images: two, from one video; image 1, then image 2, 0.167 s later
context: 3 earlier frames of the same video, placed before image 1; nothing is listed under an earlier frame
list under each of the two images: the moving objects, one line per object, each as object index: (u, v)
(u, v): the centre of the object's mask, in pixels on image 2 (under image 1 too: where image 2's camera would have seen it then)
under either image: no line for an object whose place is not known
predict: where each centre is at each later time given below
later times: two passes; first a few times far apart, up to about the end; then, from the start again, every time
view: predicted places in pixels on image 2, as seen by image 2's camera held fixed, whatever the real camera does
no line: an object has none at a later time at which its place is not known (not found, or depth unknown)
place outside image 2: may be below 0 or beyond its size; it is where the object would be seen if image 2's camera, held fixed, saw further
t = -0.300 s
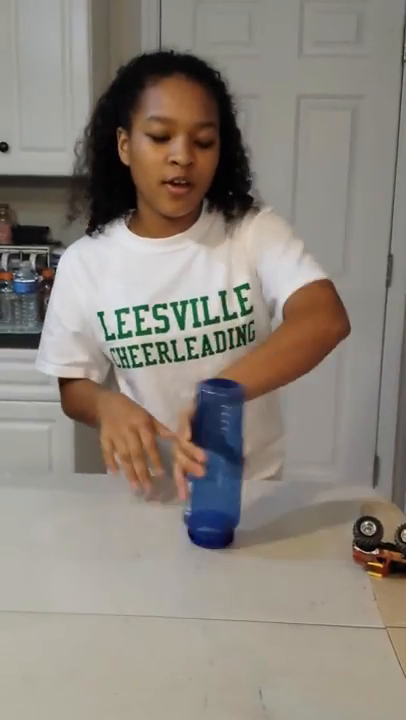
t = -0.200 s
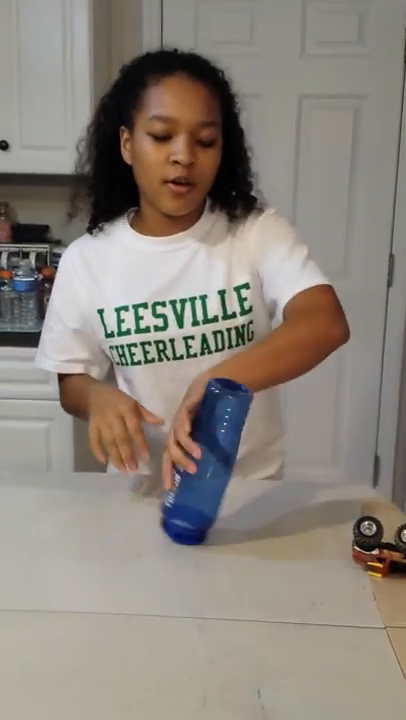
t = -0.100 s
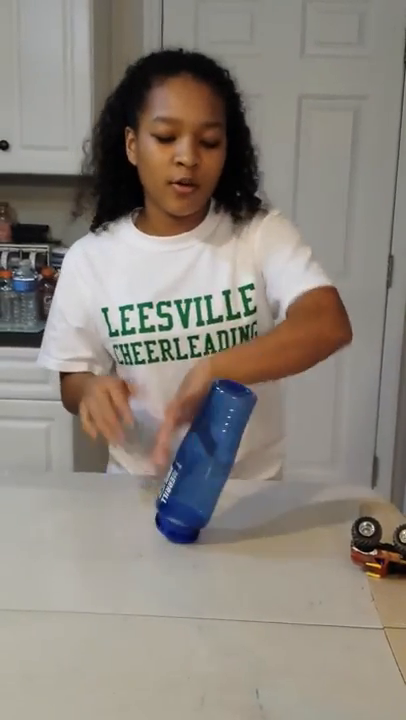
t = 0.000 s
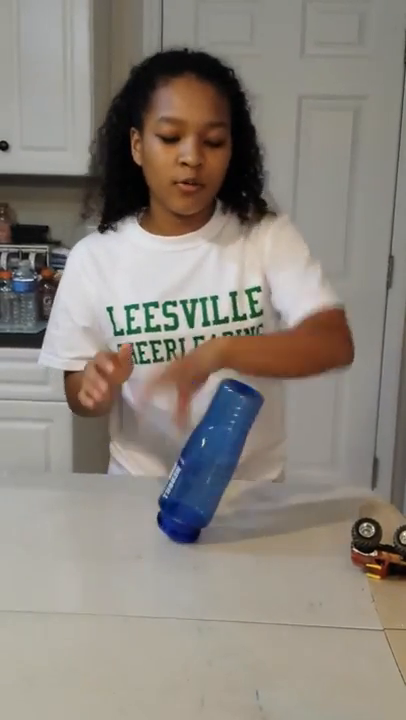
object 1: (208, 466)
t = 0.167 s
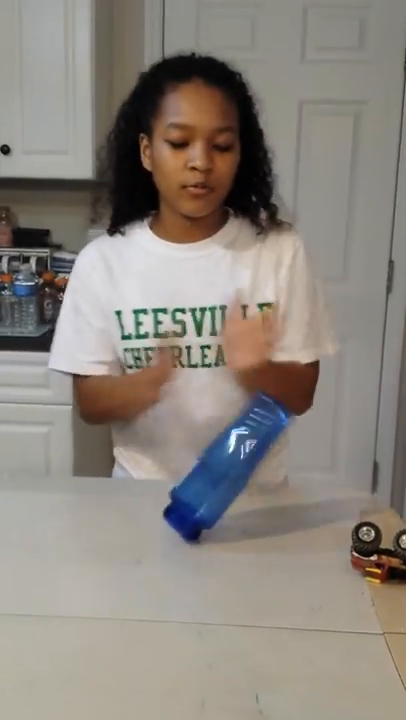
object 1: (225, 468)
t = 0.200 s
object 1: (232, 470)
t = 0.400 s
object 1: (273, 481)
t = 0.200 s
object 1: (232, 470)
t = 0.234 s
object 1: (240, 473)
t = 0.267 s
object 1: (249, 479)
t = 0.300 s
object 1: (256, 491)
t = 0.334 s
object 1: (264, 502)
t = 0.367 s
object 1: (269, 490)
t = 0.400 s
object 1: (273, 481)
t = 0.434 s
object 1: (277, 477)
